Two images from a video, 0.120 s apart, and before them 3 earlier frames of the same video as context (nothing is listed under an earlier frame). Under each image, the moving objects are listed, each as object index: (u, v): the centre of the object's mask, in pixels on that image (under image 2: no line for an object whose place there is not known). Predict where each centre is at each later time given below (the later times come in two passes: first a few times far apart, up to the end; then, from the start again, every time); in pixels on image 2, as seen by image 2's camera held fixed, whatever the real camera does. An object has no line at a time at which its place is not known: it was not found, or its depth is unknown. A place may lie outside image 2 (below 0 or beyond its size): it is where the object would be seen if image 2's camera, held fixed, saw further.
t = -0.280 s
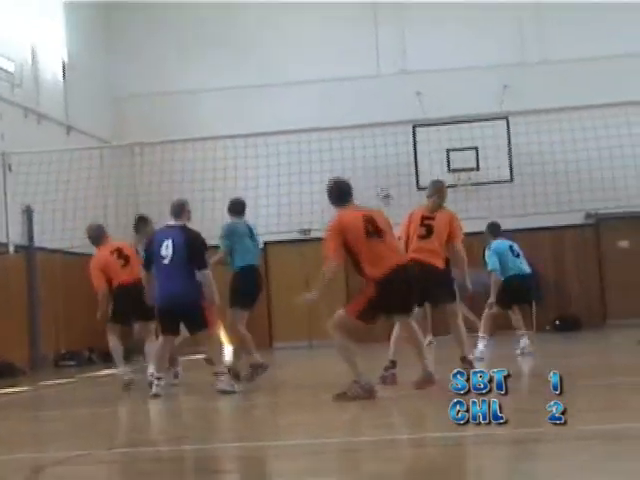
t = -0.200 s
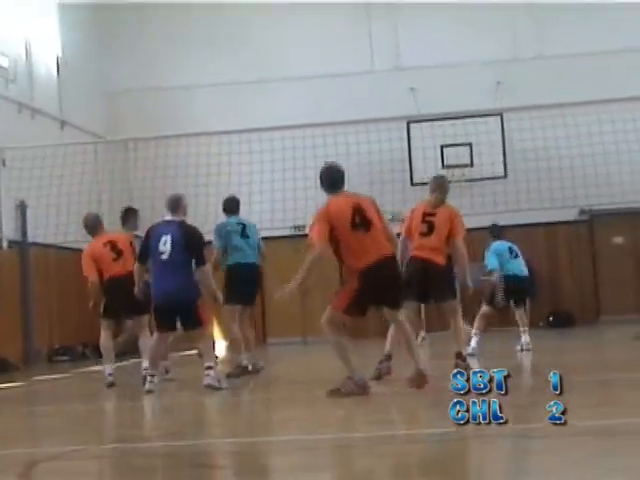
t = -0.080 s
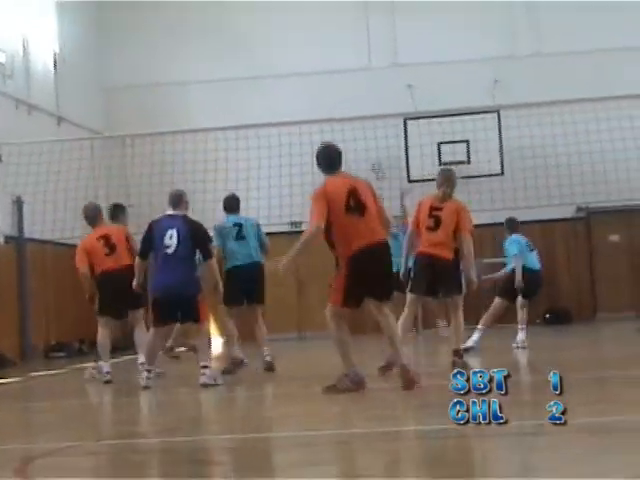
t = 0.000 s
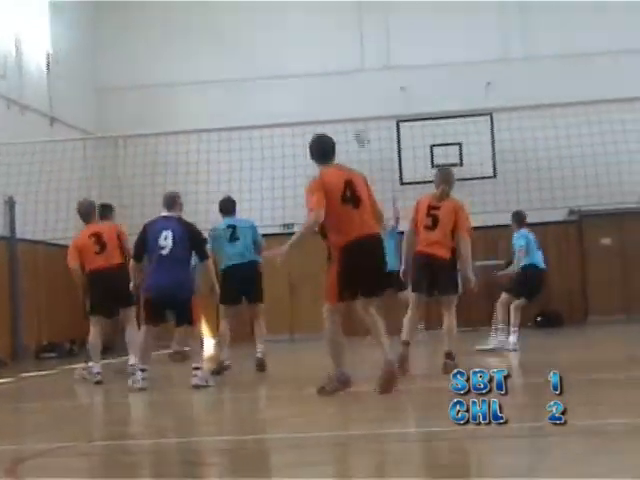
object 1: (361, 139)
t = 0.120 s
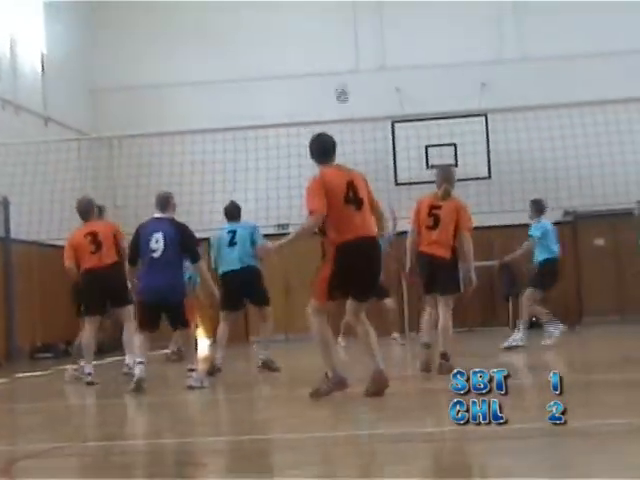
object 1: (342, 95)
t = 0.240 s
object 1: (328, 59)
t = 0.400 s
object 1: (310, 29)
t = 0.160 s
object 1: (336, 82)
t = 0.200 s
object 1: (331, 69)
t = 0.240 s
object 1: (328, 59)
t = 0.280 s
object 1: (323, 50)
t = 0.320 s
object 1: (319, 42)
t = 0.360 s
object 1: (315, 35)
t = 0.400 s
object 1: (310, 29)
